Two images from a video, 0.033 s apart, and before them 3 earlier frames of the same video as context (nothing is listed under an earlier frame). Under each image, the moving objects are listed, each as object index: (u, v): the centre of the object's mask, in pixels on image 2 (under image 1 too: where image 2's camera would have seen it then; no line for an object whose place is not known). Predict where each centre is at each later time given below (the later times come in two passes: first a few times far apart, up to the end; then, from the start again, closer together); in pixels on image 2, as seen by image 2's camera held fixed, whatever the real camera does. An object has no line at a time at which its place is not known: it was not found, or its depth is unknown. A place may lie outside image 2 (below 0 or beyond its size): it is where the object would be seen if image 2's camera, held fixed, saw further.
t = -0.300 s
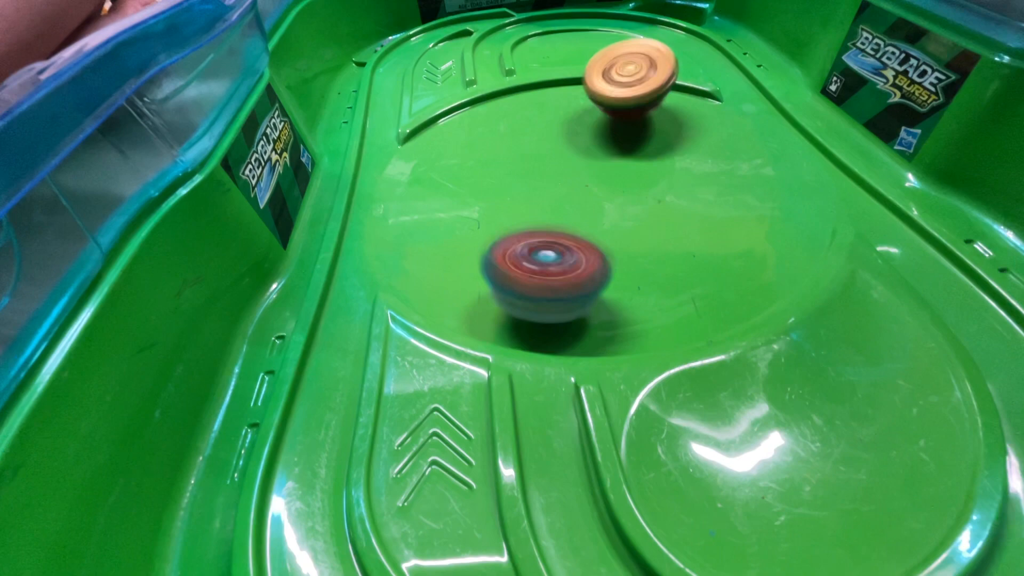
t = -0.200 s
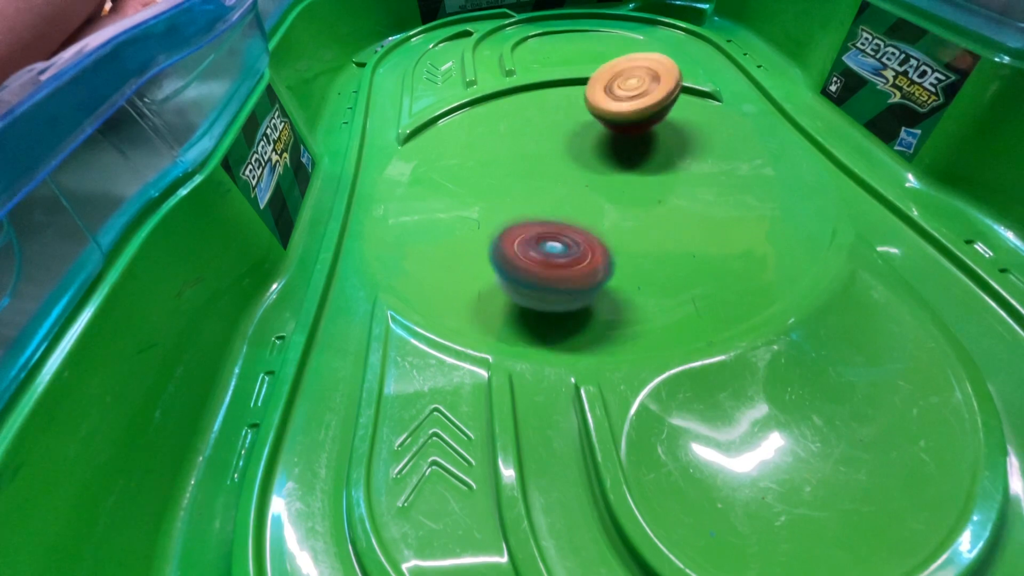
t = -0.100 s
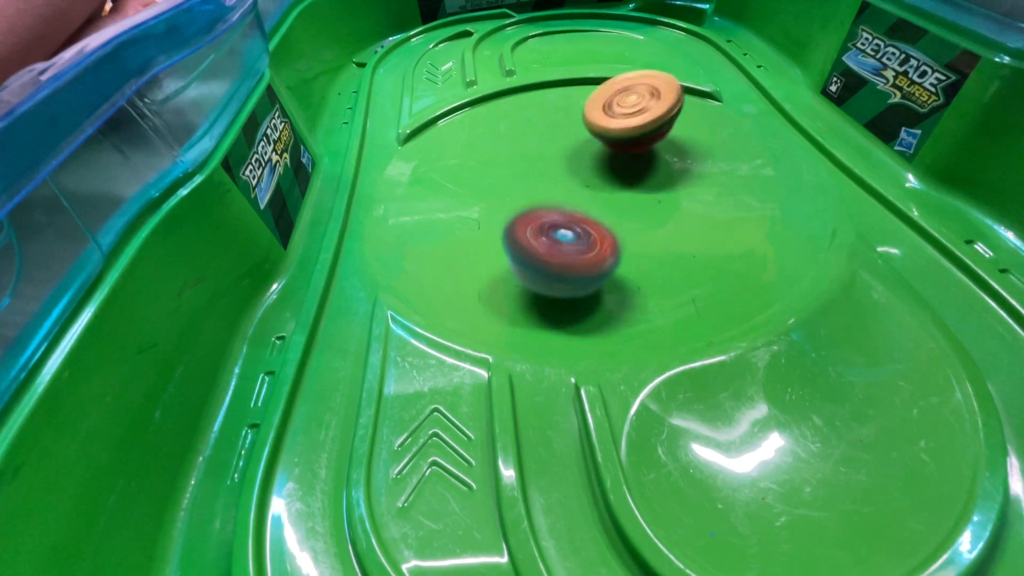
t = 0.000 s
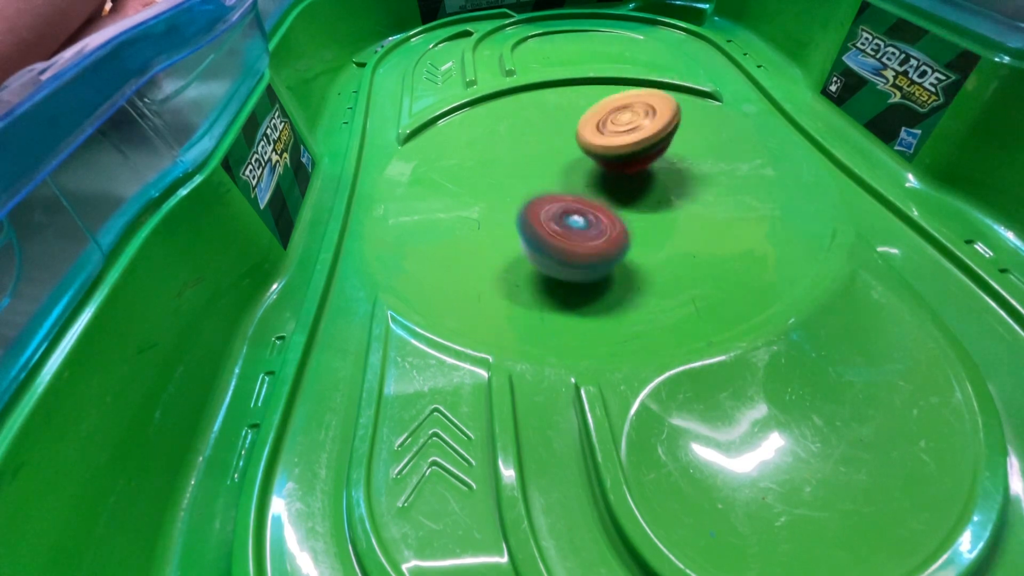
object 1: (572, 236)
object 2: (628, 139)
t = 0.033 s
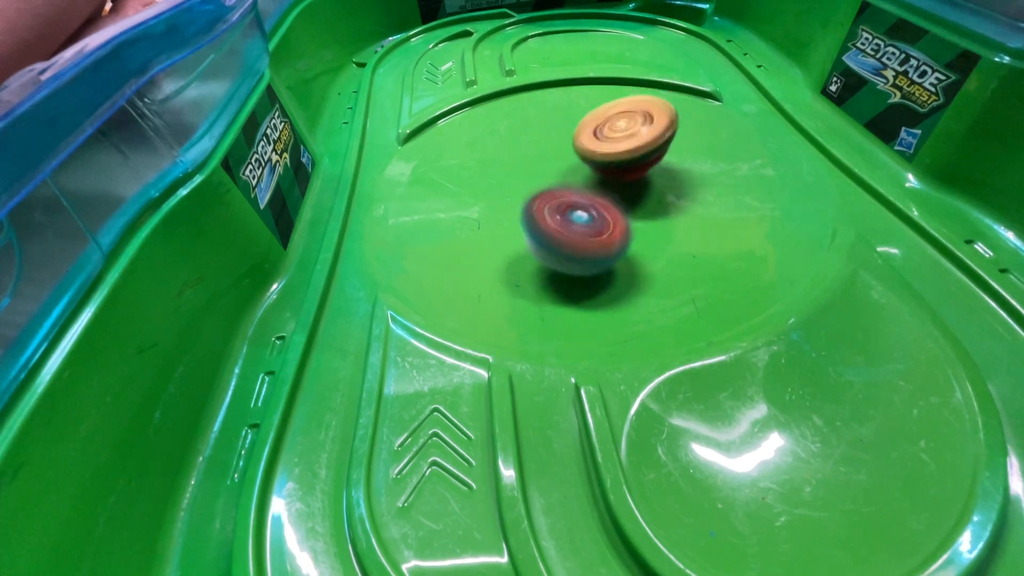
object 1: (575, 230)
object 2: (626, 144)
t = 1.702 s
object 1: (620, 195)
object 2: (546, 146)
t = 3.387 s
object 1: (620, 228)
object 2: (547, 128)
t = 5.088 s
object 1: (653, 212)
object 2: (539, 138)
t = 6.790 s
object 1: (680, 180)
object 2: (502, 145)
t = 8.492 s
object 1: (617, 133)
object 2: (549, 196)
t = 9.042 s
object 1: (600, 134)
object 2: (566, 205)
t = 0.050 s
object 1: (578, 228)
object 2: (624, 146)
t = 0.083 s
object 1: (582, 221)
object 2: (621, 148)
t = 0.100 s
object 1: (586, 218)
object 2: (619, 148)
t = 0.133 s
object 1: (576, 224)
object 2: (625, 148)
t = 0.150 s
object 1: (571, 227)
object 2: (628, 147)
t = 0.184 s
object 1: (560, 233)
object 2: (631, 143)
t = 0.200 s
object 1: (556, 233)
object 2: (630, 141)
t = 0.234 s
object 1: (552, 233)
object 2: (628, 140)
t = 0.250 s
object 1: (550, 234)
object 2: (625, 140)
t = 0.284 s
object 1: (551, 232)
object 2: (621, 141)
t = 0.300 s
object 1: (554, 231)
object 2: (619, 141)
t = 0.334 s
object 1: (557, 229)
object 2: (617, 142)
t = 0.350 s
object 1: (560, 227)
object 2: (615, 141)
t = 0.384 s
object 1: (564, 226)
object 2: (614, 142)
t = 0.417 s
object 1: (567, 224)
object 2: (611, 142)
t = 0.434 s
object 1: (570, 222)
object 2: (609, 141)
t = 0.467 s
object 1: (574, 220)
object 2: (606, 140)
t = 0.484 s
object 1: (575, 219)
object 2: (604, 140)
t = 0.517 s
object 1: (580, 216)
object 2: (601, 138)
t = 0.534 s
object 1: (581, 216)
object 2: (599, 139)
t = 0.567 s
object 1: (585, 214)
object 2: (597, 138)
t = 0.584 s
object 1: (588, 213)
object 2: (595, 138)
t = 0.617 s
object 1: (591, 213)
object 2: (593, 138)
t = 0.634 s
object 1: (594, 211)
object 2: (591, 138)
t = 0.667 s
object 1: (598, 209)
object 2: (589, 137)
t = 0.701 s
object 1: (602, 207)
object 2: (587, 137)
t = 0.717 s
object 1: (603, 206)
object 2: (585, 137)
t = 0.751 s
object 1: (607, 205)
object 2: (582, 137)
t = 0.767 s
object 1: (609, 205)
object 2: (580, 137)
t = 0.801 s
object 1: (611, 203)
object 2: (578, 136)
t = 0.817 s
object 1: (614, 203)
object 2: (576, 137)
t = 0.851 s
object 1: (618, 203)
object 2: (574, 137)
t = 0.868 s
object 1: (619, 203)
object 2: (572, 137)
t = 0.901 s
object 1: (623, 202)
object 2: (569, 138)
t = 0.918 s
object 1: (624, 202)
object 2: (568, 138)
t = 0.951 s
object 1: (627, 201)
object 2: (566, 137)
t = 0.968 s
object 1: (630, 201)
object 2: (566, 144)
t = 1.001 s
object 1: (633, 200)
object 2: (564, 144)
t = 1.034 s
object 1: (635, 200)
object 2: (563, 144)
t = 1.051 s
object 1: (638, 199)
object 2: (563, 145)
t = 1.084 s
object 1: (639, 199)
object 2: (561, 144)
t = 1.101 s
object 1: (639, 198)
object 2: (561, 144)
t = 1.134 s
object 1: (640, 197)
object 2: (561, 144)
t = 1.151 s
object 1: (639, 198)
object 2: (560, 144)
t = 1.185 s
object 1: (639, 197)
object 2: (558, 144)
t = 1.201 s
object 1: (640, 196)
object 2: (557, 144)
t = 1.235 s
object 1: (639, 196)
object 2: (557, 143)
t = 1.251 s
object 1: (638, 195)
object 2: (557, 143)
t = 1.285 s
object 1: (637, 193)
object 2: (556, 144)
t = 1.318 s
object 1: (635, 192)
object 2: (554, 144)
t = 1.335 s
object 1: (634, 192)
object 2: (554, 144)
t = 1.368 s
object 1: (632, 192)
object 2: (554, 143)
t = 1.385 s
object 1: (634, 192)
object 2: (554, 144)
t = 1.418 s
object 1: (632, 192)
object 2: (553, 144)
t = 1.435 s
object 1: (632, 191)
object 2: (552, 145)
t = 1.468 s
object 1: (631, 191)
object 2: (551, 144)
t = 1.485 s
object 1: (629, 192)
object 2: (551, 145)
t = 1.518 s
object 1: (627, 192)
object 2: (551, 145)
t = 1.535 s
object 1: (629, 192)
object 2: (551, 146)
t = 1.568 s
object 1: (627, 192)
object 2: (550, 146)
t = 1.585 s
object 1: (625, 192)
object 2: (550, 147)
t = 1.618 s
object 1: (624, 192)
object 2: (551, 139)
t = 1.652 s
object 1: (624, 193)
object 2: (550, 139)
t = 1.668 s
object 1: (622, 194)
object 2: (548, 146)
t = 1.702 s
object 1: (620, 195)
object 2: (546, 146)
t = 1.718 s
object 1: (623, 195)
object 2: (545, 146)
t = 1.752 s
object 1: (622, 196)
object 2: (544, 147)
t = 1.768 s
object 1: (620, 195)
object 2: (542, 148)
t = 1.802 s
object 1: (619, 195)
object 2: (541, 140)
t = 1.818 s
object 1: (618, 196)
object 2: (541, 148)
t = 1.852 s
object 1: (616, 196)
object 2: (543, 140)
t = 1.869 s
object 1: (617, 195)
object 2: (543, 141)
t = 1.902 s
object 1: (615, 195)
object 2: (541, 141)
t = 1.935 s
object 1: (613, 195)
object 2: (540, 141)
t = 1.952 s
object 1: (610, 193)
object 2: (540, 141)
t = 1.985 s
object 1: (612, 195)
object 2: (539, 140)
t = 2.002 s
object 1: (611, 196)
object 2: (539, 139)
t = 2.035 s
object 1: (610, 195)
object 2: (537, 139)
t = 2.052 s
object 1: (611, 195)
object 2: (537, 139)
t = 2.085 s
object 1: (609, 195)
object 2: (536, 140)
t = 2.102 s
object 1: (607, 195)
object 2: (535, 140)
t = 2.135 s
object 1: (606, 195)
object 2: (535, 140)
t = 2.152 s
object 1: (607, 195)
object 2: (536, 140)
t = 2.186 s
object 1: (606, 194)
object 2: (537, 140)
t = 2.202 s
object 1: (603, 193)
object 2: (536, 140)
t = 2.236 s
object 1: (604, 194)
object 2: (534, 140)
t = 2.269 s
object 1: (603, 194)
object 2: (535, 139)
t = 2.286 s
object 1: (603, 194)
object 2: (535, 139)
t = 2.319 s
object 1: (604, 196)
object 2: (534, 138)
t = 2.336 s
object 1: (605, 196)
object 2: (533, 137)
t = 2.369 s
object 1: (606, 196)
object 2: (533, 137)
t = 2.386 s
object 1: (605, 197)
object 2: (533, 136)
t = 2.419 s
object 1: (605, 197)
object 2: (532, 136)
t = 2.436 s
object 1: (606, 197)
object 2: (532, 136)
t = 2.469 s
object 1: (607, 197)
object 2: (532, 136)
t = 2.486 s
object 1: (605, 196)
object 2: (532, 136)
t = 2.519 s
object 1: (604, 197)
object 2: (534, 136)
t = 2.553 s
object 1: (604, 197)
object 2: (536, 137)
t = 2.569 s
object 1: (606, 197)
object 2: (536, 137)
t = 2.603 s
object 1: (605, 197)
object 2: (536, 137)
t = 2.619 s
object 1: (603, 196)
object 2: (537, 137)
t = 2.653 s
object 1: (602, 195)
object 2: (539, 136)
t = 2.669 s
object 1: (604, 196)
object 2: (540, 137)
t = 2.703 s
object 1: (603, 196)
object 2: (540, 138)
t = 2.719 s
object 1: (601, 195)
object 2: (540, 137)
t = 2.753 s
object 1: (601, 196)
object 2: (540, 137)
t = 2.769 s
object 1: (602, 197)
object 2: (542, 137)
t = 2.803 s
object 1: (603, 197)
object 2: (542, 138)
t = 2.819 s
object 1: (602, 195)
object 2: (541, 138)
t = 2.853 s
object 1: (601, 197)
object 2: (541, 137)
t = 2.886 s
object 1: (601, 197)
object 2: (544, 137)
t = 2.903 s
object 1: (604, 198)
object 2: (545, 139)
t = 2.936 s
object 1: (605, 200)
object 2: (544, 139)
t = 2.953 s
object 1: (602, 199)
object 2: (545, 138)
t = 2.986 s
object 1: (602, 200)
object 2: (547, 137)
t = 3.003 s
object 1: (604, 201)
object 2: (548, 138)
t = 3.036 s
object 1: (605, 201)
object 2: (548, 139)
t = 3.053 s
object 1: (602, 200)
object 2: (548, 139)
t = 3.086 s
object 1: (602, 200)
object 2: (550, 138)
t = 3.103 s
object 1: (604, 201)
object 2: (551, 139)
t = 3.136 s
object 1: (607, 204)
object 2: (552, 137)
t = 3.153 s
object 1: (610, 211)
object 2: (550, 133)
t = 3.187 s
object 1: (616, 220)
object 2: (546, 127)
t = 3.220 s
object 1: (620, 224)
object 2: (544, 130)
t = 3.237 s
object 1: (620, 224)
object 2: (544, 122)
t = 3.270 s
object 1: (620, 225)
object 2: (544, 128)
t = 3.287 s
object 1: (622, 226)
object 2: (543, 128)
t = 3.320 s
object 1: (622, 227)
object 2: (543, 127)
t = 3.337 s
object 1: (620, 227)
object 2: (545, 127)
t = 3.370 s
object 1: (618, 228)
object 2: (547, 128)
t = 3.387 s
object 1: (620, 228)
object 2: (547, 128)
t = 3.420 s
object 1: (618, 228)
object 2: (549, 127)
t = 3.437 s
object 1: (616, 229)
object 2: (551, 128)
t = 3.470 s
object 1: (614, 228)
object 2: (553, 129)
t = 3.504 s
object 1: (613, 227)
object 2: (555, 130)
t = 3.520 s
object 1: (610, 226)
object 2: (556, 130)
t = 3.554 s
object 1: (607, 225)
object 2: (558, 131)
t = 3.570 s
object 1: (608, 225)
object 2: (559, 133)
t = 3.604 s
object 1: (605, 223)
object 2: (561, 134)
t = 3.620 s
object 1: (602, 222)
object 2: (562, 134)
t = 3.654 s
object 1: (601, 221)
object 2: (564, 135)
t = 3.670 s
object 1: (599, 218)
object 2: (565, 134)
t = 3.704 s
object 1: (597, 216)
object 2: (566, 135)
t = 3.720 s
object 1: (599, 216)
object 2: (568, 137)
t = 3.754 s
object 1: (598, 214)
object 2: (568, 138)
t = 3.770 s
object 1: (595, 212)
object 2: (568, 138)
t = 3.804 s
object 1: (596, 210)
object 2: (568, 140)
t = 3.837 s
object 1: (598, 219)
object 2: (569, 138)
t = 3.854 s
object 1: (596, 219)
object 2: (570, 136)
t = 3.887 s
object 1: (596, 224)
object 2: (570, 136)
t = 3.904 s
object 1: (597, 223)
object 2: (569, 136)
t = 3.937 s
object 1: (597, 222)
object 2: (568, 136)
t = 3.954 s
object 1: (599, 223)
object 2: (568, 137)
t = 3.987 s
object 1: (601, 222)
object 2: (568, 136)
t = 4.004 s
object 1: (600, 222)
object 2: (567, 136)
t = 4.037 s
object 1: (601, 223)
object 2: (569, 136)
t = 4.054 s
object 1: (600, 219)
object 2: (571, 136)
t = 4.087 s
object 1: (602, 218)
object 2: (571, 136)
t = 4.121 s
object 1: (604, 219)
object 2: (569, 137)
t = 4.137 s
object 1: (605, 218)
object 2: (568, 136)
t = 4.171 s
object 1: (605, 216)
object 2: (570, 136)
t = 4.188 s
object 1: (608, 216)
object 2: (572, 137)
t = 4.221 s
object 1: (610, 215)
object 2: (572, 138)
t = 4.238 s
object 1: (610, 215)
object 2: (571, 138)
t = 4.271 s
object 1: (612, 214)
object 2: (568, 142)
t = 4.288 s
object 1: (610, 212)
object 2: (570, 138)
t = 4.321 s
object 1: (614, 212)
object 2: (571, 139)
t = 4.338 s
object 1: (616, 211)
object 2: (572, 139)
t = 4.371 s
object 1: (615, 209)
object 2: (571, 140)
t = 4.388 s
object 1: (618, 210)
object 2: (569, 145)
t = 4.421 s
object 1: (621, 208)
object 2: (568, 142)
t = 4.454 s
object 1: (622, 207)
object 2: (568, 143)
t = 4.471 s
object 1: (623, 209)
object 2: (569, 143)
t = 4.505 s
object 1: (624, 206)
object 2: (569, 143)
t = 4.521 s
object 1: (625, 206)
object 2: (567, 144)
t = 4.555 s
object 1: (629, 206)
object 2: (566, 146)
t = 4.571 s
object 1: (628, 205)
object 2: (565, 146)
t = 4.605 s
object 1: (627, 204)
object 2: (566, 146)
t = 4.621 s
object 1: (630, 203)
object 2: (565, 147)
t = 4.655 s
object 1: (632, 203)
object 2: (564, 147)
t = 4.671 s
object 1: (634, 204)
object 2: (565, 147)
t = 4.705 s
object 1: (634, 202)
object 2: (563, 148)
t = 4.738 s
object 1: (636, 202)
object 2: (561, 149)
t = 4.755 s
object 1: (638, 203)
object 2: (561, 150)
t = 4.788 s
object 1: (637, 201)
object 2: (561, 150)
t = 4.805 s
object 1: (637, 202)
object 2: (560, 150)
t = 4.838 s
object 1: (647, 206)
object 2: (553, 146)
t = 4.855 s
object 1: (648, 208)
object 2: (550, 144)
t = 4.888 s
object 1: (651, 212)
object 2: (543, 140)
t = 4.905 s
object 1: (650, 210)
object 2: (540, 139)
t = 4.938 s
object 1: (651, 211)
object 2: (537, 137)
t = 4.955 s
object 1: (653, 211)
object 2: (537, 136)
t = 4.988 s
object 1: (652, 212)
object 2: (535, 135)
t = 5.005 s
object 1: (654, 212)
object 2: (536, 134)
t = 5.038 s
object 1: (653, 212)
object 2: (537, 132)
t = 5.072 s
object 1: (652, 213)
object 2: (538, 131)
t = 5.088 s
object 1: (653, 212)
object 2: (539, 138)
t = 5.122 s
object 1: (651, 212)
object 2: (540, 136)
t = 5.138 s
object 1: (651, 213)
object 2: (541, 136)
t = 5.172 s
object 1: (649, 212)
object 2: (542, 135)
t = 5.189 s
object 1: (649, 213)
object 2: (543, 135)
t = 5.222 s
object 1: (648, 211)
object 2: (545, 135)
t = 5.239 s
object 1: (645, 212)
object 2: (545, 135)
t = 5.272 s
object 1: (644, 210)
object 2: (547, 136)
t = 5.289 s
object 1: (640, 209)
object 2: (548, 136)
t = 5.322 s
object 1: (641, 208)
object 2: (549, 137)
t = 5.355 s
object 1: (639, 206)
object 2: (551, 138)
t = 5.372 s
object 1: (636, 205)
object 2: (552, 139)
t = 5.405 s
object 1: (636, 203)
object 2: (554, 141)
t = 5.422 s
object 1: (633, 201)
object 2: (554, 141)
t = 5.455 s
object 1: (633, 199)
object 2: (555, 144)
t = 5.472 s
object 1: (631, 196)
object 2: (556, 145)
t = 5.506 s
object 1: (631, 194)
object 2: (556, 147)
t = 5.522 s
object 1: (632, 192)
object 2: (557, 148)
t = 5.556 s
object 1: (632, 190)
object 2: (555, 149)
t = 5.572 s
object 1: (634, 188)
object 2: (555, 142)
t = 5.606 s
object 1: (635, 188)
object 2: (555, 149)
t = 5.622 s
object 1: (638, 188)
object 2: (554, 149)
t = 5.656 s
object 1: (639, 186)
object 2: (553, 149)
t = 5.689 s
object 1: (640, 185)
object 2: (553, 150)
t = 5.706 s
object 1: (644, 184)
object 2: (553, 143)
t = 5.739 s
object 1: (646, 184)
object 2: (549, 150)
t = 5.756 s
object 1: (647, 183)
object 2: (548, 150)
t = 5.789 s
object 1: (648, 182)
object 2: (547, 150)
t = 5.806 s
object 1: (650, 182)
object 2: (548, 150)
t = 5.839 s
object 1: (653, 181)
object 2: (548, 151)
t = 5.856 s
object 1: (654, 182)
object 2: (548, 151)
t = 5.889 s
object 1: (654, 181)
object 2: (545, 151)
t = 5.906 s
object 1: (654, 182)
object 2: (544, 151)
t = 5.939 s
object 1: (656, 180)
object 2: (545, 150)
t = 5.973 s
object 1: (656, 180)
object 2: (546, 151)
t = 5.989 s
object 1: (658, 181)
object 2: (545, 152)
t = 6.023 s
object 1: (656, 180)
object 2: (542, 153)
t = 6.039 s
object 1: (656, 180)
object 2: (540, 152)
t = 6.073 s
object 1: (656, 179)
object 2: (541, 153)
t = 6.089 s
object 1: (657, 180)
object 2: (542, 152)
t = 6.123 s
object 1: (657, 180)
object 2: (544, 154)
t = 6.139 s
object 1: (655, 181)
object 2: (544, 155)
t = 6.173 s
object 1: (655, 179)
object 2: (541, 156)
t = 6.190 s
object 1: (653, 180)
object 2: (541, 156)
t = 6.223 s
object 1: (655, 179)
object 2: (541, 156)
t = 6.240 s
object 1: (652, 179)
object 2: (542, 155)
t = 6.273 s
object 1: (651, 179)
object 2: (544, 156)
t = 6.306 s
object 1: (649, 178)
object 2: (544, 158)
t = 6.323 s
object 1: (649, 178)
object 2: (542, 158)
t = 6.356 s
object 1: (649, 177)
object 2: (540, 159)
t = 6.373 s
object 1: (646, 178)
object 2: (541, 159)
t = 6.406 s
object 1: (645, 177)
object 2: (543, 159)
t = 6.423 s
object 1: (646, 177)
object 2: (541, 158)
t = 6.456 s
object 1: (667, 180)
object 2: (525, 157)
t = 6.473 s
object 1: (670, 181)
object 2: (518, 156)
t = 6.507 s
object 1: (678, 183)
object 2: (508, 155)
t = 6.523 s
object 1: (676, 183)
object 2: (504, 155)
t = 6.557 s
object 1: (678, 182)
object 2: (502, 154)
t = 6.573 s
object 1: (677, 181)
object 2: (501, 153)
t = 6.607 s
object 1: (680, 182)
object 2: (500, 151)
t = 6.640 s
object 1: (681, 181)
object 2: (499, 150)
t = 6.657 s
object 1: (680, 182)
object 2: (498, 149)
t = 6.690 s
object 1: (680, 180)
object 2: (499, 148)
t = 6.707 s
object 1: (679, 181)
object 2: (500, 147)
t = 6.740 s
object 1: (680, 179)
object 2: (501, 146)
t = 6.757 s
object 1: (679, 181)
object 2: (501, 146)
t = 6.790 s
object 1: (680, 180)
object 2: (502, 145)
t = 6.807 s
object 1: (679, 180)
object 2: (503, 145)
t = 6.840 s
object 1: (679, 180)
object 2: (505, 145)
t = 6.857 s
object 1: (676, 180)
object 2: (507, 145)
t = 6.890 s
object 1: (676, 179)
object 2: (509, 146)
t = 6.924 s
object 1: (671, 179)
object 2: (512, 146)
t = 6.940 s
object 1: (672, 179)
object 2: (514, 147)
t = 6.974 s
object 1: (668, 178)
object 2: (516, 149)
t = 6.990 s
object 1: (669, 178)
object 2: (518, 150)
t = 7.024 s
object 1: (665, 176)
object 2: (520, 152)
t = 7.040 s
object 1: (665, 176)
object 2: (522, 153)
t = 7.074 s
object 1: (661, 174)
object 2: (524, 155)
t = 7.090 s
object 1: (661, 174)
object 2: (525, 156)
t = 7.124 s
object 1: (658, 171)
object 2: (526, 159)
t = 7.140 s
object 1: (658, 170)
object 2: (526, 161)
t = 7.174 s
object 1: (655, 167)
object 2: (528, 164)
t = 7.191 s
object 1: (655, 167)
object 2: (527, 166)
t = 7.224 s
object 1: (653, 163)
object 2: (528, 168)
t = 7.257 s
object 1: (651, 161)
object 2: (528, 171)
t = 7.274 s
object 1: (652, 160)
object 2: (527, 173)
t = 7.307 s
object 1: (651, 157)
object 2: (526, 175)
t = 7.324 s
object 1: (652, 156)
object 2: (524, 176)
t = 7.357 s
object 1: (650, 154)
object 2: (523, 179)
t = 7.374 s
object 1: (652, 153)
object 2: (521, 180)
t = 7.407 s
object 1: (651, 151)
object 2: (520, 182)
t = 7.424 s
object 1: (653, 151)
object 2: (518, 182)
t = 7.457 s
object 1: (652, 149)
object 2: (515, 184)
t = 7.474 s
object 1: (653, 149)
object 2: (514, 184)
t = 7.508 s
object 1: (653, 148)
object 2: (511, 185)
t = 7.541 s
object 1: (655, 147)
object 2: (510, 186)
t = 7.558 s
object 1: (654, 147)
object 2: (509, 186)
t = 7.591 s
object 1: (655, 146)
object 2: (508, 186)
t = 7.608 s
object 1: (653, 146)
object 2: (507, 186)
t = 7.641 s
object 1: (654, 146)
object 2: (507, 186)
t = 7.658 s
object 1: (651, 145)
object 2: (507, 186)
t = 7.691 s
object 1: (652, 145)
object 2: (508, 186)
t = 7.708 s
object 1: (650, 145)
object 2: (508, 185)
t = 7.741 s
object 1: (652, 145)
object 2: (508, 186)
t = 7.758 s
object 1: (650, 145)
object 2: (509, 186)
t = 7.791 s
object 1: (652, 145)
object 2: (508, 186)
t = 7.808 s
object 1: (649, 145)
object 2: (509, 186)
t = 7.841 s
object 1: (650, 145)
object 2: (508, 186)
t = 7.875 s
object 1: (647, 145)
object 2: (509, 186)
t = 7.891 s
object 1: (648, 146)
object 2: (509, 186)
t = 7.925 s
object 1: (645, 146)
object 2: (511, 185)
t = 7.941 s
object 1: (645, 147)
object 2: (512, 185)
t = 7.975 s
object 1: (641, 147)
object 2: (516, 186)
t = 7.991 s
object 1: (642, 147)
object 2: (518, 186)
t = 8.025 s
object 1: (637, 147)
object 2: (518, 188)
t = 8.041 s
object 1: (638, 147)
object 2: (518, 188)
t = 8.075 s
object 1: (634, 146)
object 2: (519, 188)
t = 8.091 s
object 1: (634, 146)
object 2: (521, 187)
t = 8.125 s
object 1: (629, 146)
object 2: (524, 187)
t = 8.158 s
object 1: (628, 145)
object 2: (529, 188)
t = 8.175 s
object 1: (626, 144)
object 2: (530, 189)
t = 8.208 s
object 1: (624, 144)
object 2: (531, 190)
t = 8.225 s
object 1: (623, 143)
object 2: (532, 191)
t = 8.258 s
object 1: (622, 142)
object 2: (533, 190)
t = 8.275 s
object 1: (621, 141)
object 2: (535, 190)
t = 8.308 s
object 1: (621, 141)
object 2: (538, 190)
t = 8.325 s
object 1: (620, 139)
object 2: (540, 191)
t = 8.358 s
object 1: (620, 139)
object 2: (543, 192)
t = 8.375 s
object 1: (618, 137)
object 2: (543, 193)
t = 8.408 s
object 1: (618, 137)
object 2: (542, 195)
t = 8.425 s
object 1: (617, 136)
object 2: (542, 196)
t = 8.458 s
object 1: (618, 135)
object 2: (544, 196)
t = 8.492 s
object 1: (617, 133)
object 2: (549, 196)
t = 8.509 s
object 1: (618, 133)
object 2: (551, 196)
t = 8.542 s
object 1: (616, 132)
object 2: (552, 199)
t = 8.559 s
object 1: (617, 133)
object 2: (551, 200)
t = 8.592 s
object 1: (614, 132)
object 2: (547, 202)
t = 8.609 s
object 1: (615, 133)
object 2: (548, 201)
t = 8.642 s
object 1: (613, 132)
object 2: (551, 201)
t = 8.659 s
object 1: (613, 132)
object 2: (554, 201)
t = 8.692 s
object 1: (611, 131)
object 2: (557, 194)
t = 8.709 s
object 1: (612, 131)
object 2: (558, 195)
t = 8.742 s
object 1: (610, 131)
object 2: (554, 205)
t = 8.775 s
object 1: (611, 132)
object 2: (553, 196)
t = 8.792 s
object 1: (609, 132)
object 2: (554, 196)
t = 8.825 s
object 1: (610, 132)
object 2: (559, 196)
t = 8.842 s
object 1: (608, 132)
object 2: (561, 196)
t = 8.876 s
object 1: (610, 132)
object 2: (563, 206)
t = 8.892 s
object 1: (607, 133)
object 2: (560, 206)
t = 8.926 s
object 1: (607, 133)
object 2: (558, 207)
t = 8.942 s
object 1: (604, 134)
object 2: (556, 206)
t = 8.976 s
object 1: (605, 134)
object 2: (561, 205)
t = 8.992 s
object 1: (602, 134)
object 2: (563, 204)
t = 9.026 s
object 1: (602, 133)
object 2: (567, 205)
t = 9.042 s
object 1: (600, 134)
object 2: (566, 205)
